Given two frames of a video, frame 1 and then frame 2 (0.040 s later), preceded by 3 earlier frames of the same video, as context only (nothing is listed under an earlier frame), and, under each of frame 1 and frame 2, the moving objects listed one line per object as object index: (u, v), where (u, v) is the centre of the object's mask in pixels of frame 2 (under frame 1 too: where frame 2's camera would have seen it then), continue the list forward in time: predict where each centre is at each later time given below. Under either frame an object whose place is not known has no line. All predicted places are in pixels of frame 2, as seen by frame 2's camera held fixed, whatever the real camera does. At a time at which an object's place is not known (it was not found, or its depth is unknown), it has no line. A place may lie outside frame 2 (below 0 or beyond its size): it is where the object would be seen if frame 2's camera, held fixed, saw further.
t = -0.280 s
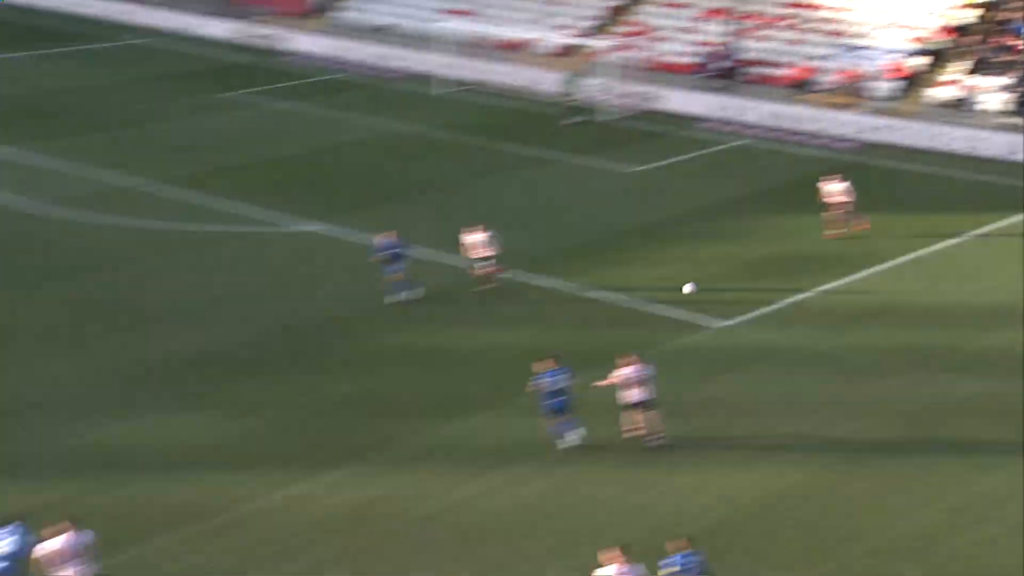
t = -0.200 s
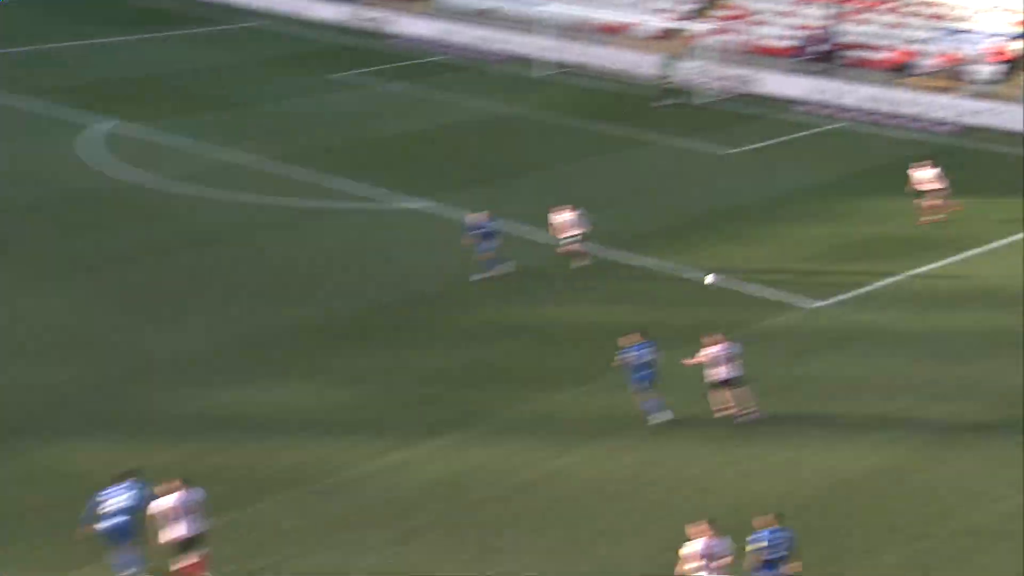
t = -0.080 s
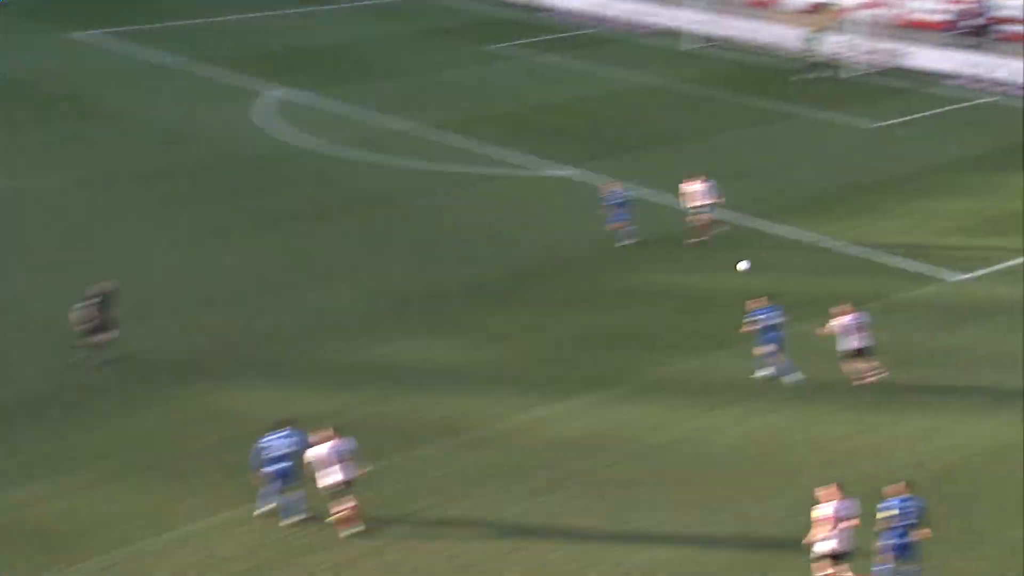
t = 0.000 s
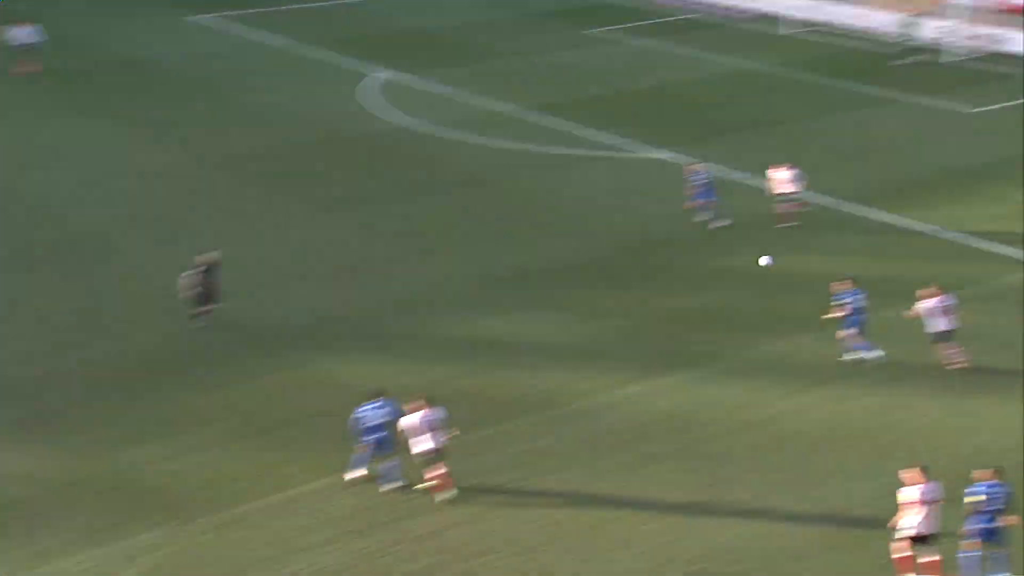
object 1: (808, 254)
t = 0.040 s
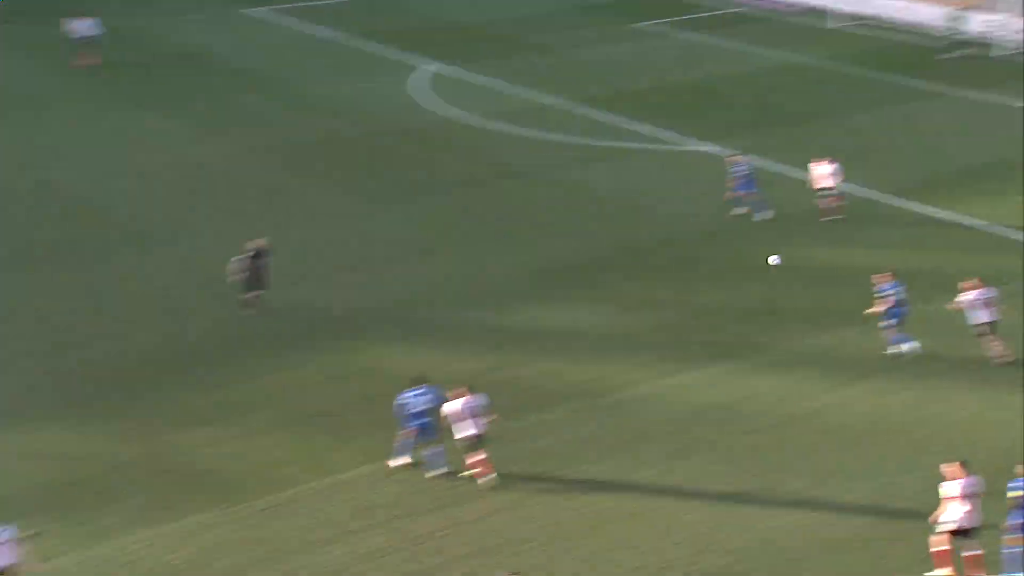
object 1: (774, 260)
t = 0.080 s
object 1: (742, 266)
